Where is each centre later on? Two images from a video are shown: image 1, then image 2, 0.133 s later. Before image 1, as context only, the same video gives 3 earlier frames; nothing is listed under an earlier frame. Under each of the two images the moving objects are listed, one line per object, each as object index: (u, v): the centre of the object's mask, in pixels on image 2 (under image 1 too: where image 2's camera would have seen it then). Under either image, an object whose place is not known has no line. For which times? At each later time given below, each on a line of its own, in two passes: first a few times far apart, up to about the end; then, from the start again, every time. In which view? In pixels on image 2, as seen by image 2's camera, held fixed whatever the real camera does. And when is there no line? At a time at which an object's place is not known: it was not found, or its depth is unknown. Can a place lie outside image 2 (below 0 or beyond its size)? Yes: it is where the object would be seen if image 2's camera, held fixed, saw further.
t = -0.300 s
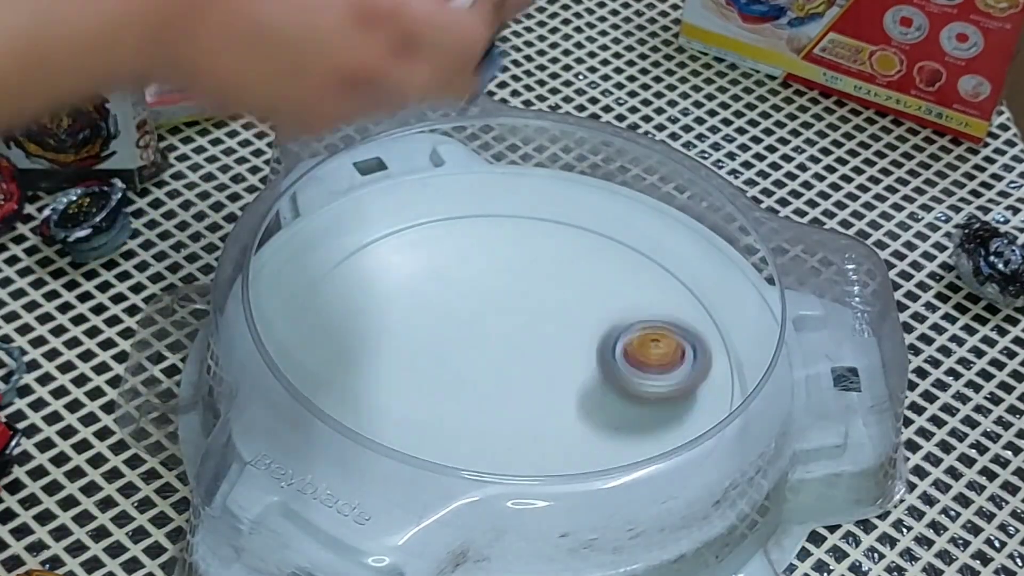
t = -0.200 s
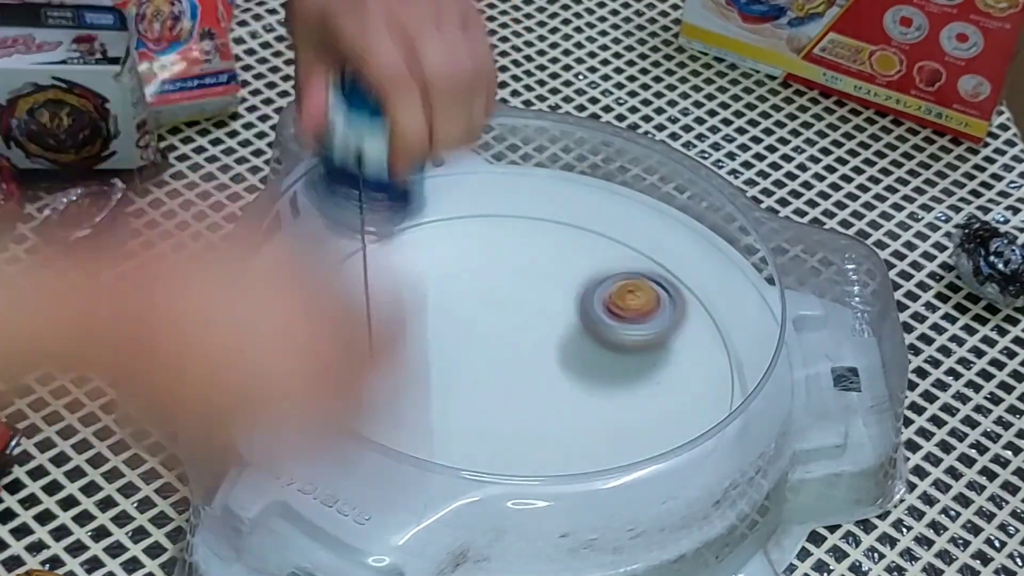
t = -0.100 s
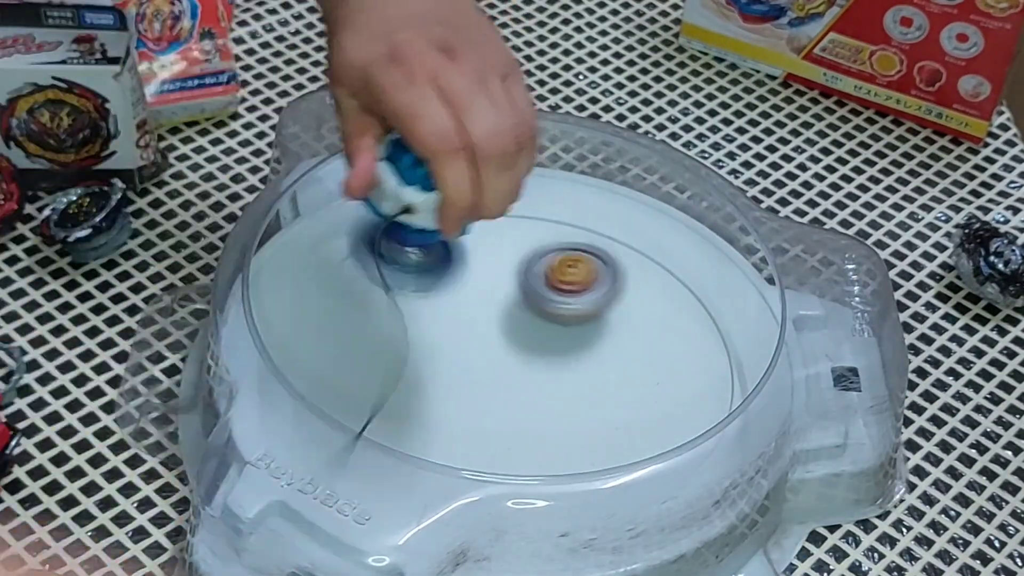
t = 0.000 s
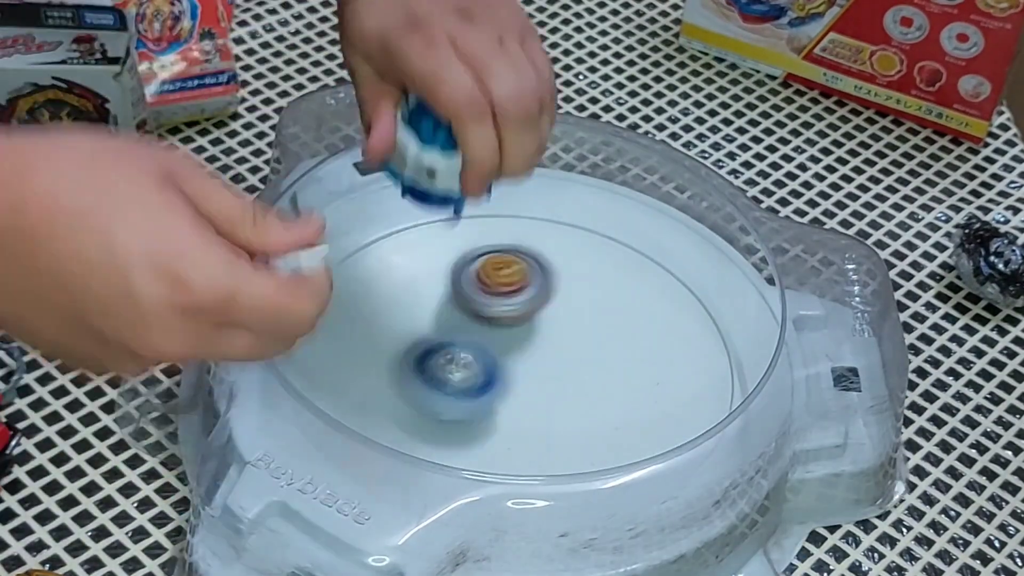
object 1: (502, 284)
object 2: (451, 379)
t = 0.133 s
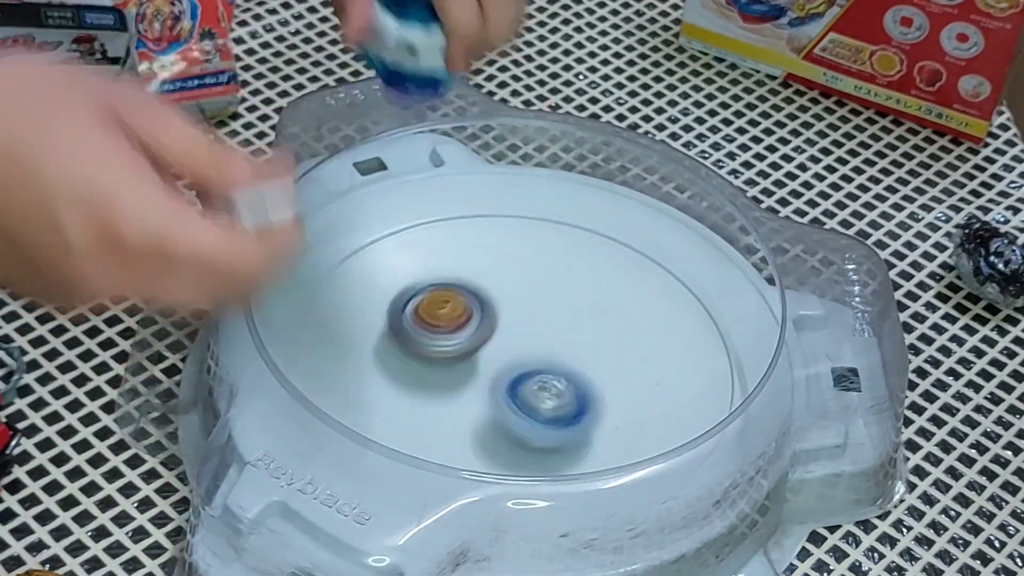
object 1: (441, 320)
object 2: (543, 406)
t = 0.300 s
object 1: (439, 391)
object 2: (604, 413)
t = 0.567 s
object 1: (477, 442)
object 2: (639, 356)
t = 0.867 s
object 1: (577, 418)
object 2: (538, 322)
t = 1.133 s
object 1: (608, 417)
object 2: (412, 229)
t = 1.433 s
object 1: (642, 456)
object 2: (480, 272)
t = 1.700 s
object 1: (620, 412)
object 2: (538, 263)
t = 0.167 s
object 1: (433, 333)
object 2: (559, 402)
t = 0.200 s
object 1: (429, 347)
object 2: (576, 409)
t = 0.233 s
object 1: (429, 362)
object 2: (589, 412)
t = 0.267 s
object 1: (431, 378)
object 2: (599, 413)
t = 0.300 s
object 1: (439, 391)
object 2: (604, 413)
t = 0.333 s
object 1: (451, 404)
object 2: (607, 412)
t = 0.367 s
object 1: (464, 413)
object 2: (606, 411)
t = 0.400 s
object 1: (478, 420)
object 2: (602, 410)
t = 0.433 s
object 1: (485, 426)
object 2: (604, 404)
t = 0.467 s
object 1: (474, 432)
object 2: (618, 392)
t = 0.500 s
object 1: (470, 436)
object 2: (629, 379)
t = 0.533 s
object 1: (471, 439)
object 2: (636, 367)
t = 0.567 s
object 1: (477, 442)
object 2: (639, 356)
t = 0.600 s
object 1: (488, 444)
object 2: (637, 347)
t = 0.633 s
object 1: (501, 445)
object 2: (633, 338)
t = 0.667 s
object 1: (515, 444)
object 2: (626, 333)
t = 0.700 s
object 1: (529, 442)
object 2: (616, 329)
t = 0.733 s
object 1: (542, 437)
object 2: (604, 328)
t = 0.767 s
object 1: (553, 431)
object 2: (591, 328)
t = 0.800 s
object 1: (562, 422)
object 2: (576, 328)
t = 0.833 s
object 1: (568, 411)
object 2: (559, 330)
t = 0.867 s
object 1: (577, 418)
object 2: (538, 322)
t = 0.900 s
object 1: (589, 430)
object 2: (513, 300)
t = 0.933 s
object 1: (597, 434)
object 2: (488, 279)
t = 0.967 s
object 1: (603, 434)
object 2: (467, 261)
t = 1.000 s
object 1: (608, 432)
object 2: (448, 246)
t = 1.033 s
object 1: (610, 429)
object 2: (432, 233)
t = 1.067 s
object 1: (611, 426)
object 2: (421, 227)
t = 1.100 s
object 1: (610, 422)
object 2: (415, 226)
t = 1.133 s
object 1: (608, 417)
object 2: (412, 229)
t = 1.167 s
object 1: (604, 412)
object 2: (413, 237)
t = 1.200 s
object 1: (599, 406)
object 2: (420, 249)
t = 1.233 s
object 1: (592, 401)
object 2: (430, 266)
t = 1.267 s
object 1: (584, 396)
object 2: (445, 281)
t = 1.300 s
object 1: (574, 393)
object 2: (465, 297)
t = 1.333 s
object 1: (565, 389)
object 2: (489, 316)
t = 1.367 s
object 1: (584, 411)
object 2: (492, 307)
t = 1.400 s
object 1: (613, 434)
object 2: (485, 289)
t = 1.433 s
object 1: (642, 456)
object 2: (480, 272)
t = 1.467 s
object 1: (660, 460)
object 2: (478, 259)
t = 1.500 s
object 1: (673, 468)
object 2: (478, 247)
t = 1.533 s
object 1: (668, 461)
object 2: (482, 239)
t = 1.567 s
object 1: (662, 455)
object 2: (488, 237)
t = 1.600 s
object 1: (655, 450)
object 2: (498, 238)
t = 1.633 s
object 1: (640, 432)
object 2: (510, 242)
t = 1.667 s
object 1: (632, 423)
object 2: (524, 251)
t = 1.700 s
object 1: (620, 412)
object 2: (538, 263)
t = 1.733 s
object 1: (605, 398)
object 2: (557, 275)
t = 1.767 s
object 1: (590, 386)
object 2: (574, 291)
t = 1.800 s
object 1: (570, 406)
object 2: (593, 287)
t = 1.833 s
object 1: (543, 489)
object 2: (611, 202)
